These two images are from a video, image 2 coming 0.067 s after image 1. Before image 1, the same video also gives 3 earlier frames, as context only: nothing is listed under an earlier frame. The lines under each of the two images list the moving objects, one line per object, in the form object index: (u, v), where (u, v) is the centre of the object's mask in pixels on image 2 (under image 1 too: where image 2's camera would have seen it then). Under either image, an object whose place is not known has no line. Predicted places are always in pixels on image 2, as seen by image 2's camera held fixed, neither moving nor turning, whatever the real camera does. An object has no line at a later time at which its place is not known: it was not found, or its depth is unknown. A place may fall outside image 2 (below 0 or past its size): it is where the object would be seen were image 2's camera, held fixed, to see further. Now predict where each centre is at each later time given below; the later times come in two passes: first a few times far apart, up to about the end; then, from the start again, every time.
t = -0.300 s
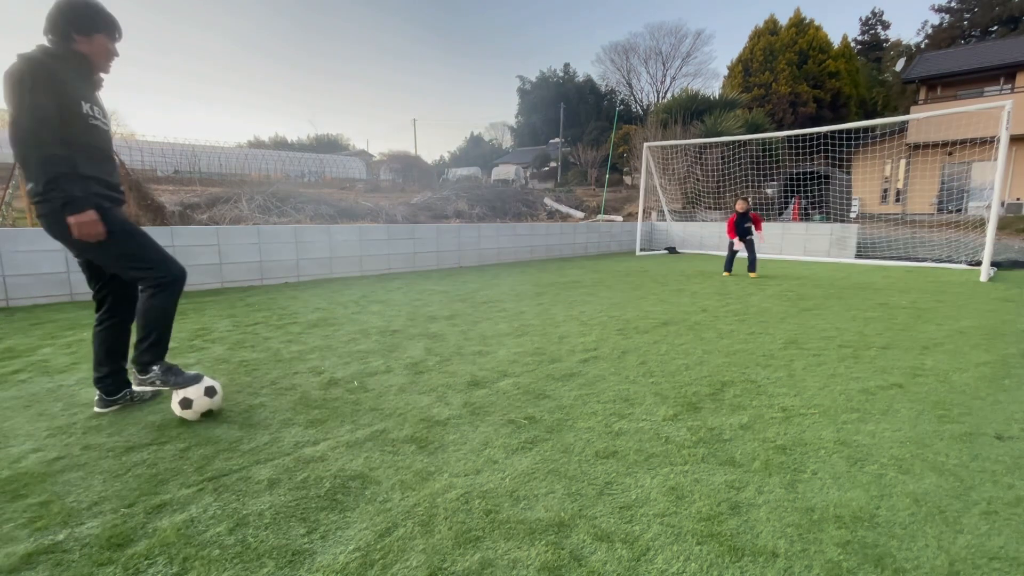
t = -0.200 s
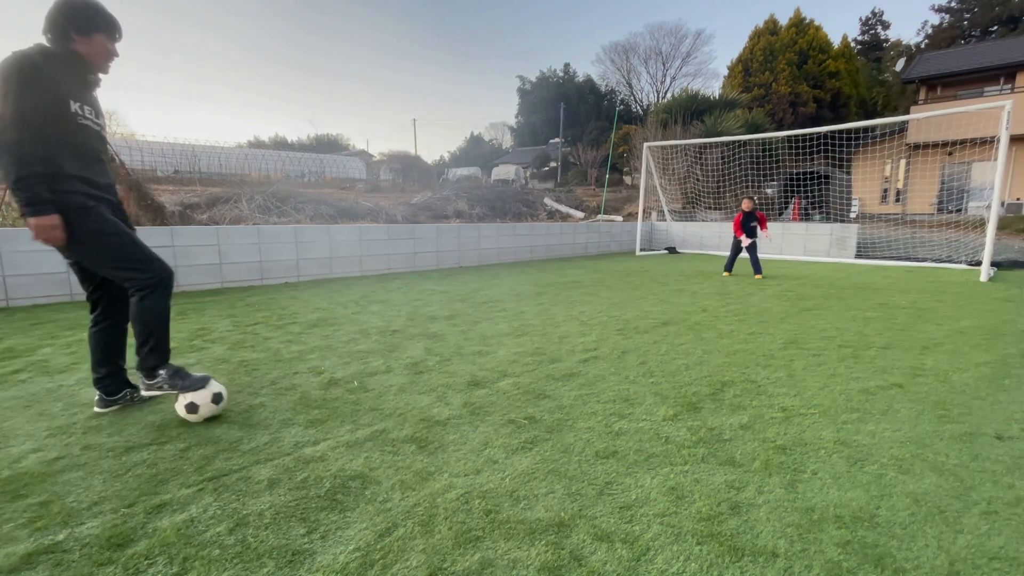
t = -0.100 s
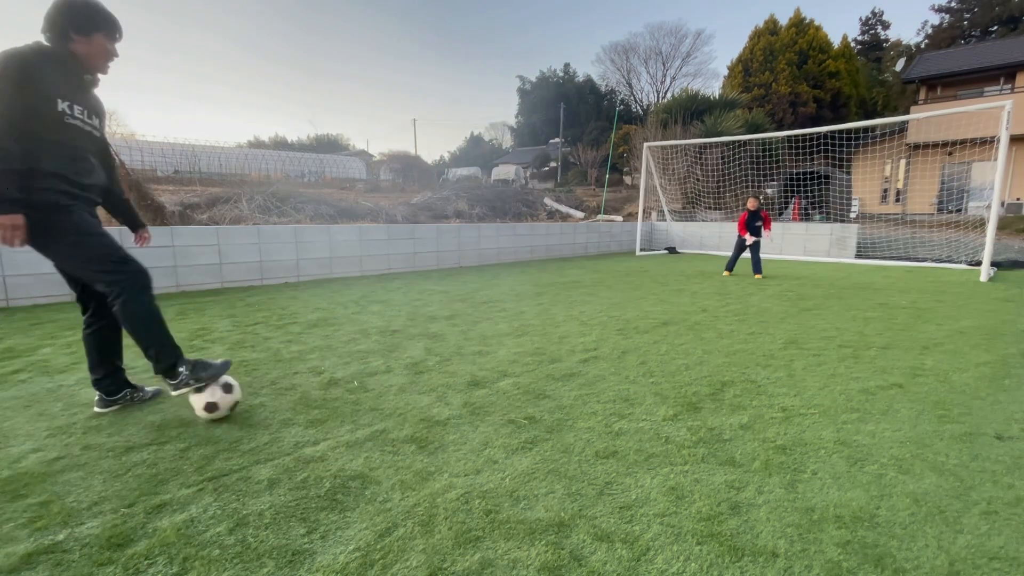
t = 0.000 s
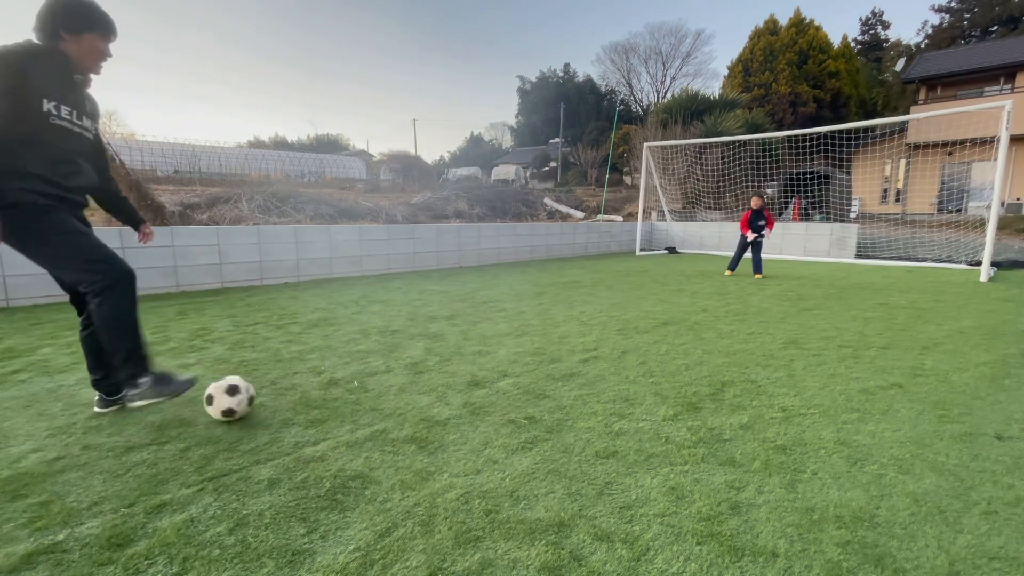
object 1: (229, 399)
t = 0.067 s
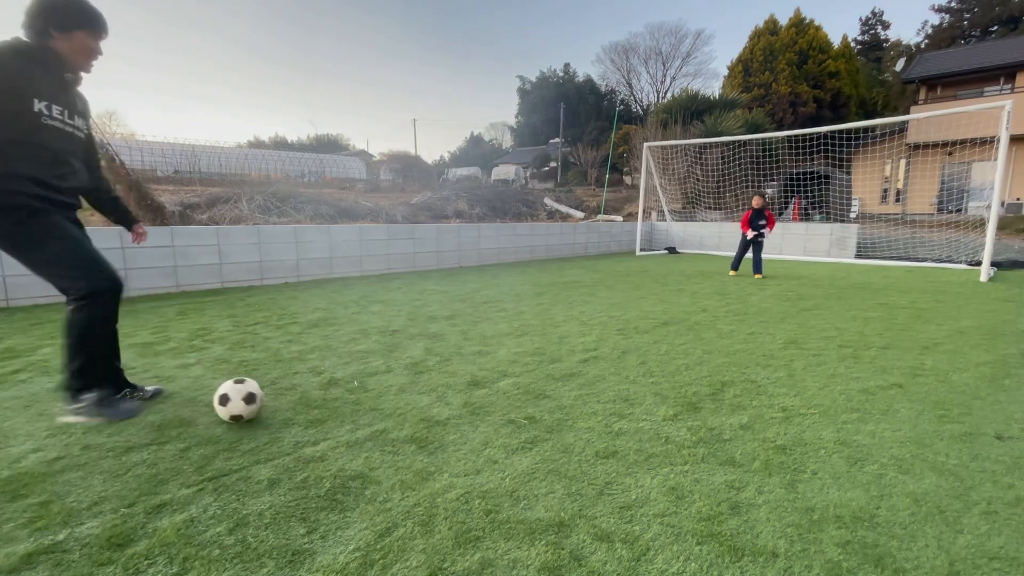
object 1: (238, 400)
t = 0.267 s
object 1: (266, 402)
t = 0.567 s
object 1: (297, 407)
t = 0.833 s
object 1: (313, 416)
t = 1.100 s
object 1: (317, 426)
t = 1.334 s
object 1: (311, 435)
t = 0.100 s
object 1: (243, 400)
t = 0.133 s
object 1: (248, 401)
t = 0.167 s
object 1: (252, 401)
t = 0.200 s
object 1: (257, 401)
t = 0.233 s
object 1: (261, 402)
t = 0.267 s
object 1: (266, 402)
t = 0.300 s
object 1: (270, 402)
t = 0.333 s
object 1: (274, 403)
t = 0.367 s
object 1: (278, 403)
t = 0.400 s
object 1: (282, 404)
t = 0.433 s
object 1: (285, 404)
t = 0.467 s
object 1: (288, 405)
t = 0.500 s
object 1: (291, 406)
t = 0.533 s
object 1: (294, 406)
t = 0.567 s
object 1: (297, 407)
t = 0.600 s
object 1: (299, 408)
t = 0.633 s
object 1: (301, 409)
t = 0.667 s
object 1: (304, 411)
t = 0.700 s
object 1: (306, 411)
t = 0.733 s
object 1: (308, 412)
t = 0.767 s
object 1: (309, 414)
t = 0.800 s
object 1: (311, 415)
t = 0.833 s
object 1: (313, 416)
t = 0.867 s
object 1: (314, 417)
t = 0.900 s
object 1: (315, 418)
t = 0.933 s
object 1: (316, 420)
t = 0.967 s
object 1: (317, 422)
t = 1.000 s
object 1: (318, 423)
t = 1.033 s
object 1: (318, 424)
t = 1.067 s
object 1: (318, 425)
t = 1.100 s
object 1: (317, 426)
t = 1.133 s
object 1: (317, 427)
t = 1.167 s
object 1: (316, 429)
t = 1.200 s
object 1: (315, 430)
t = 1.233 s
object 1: (315, 431)
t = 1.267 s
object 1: (314, 433)
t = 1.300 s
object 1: (312, 434)
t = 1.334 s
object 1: (311, 435)
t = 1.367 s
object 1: (310, 436)
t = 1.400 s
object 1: (309, 437)
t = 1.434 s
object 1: (307, 438)
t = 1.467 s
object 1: (306, 440)
